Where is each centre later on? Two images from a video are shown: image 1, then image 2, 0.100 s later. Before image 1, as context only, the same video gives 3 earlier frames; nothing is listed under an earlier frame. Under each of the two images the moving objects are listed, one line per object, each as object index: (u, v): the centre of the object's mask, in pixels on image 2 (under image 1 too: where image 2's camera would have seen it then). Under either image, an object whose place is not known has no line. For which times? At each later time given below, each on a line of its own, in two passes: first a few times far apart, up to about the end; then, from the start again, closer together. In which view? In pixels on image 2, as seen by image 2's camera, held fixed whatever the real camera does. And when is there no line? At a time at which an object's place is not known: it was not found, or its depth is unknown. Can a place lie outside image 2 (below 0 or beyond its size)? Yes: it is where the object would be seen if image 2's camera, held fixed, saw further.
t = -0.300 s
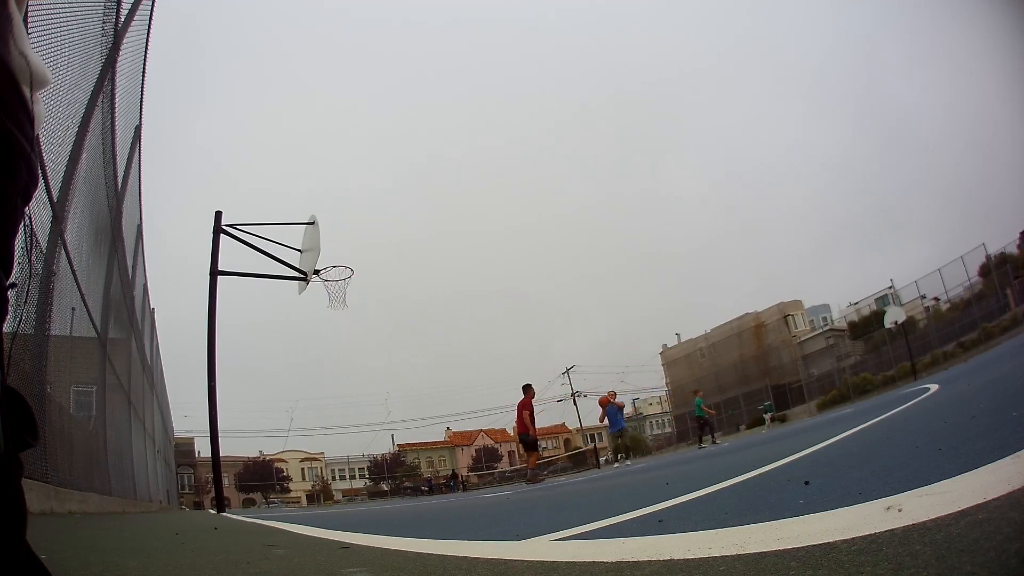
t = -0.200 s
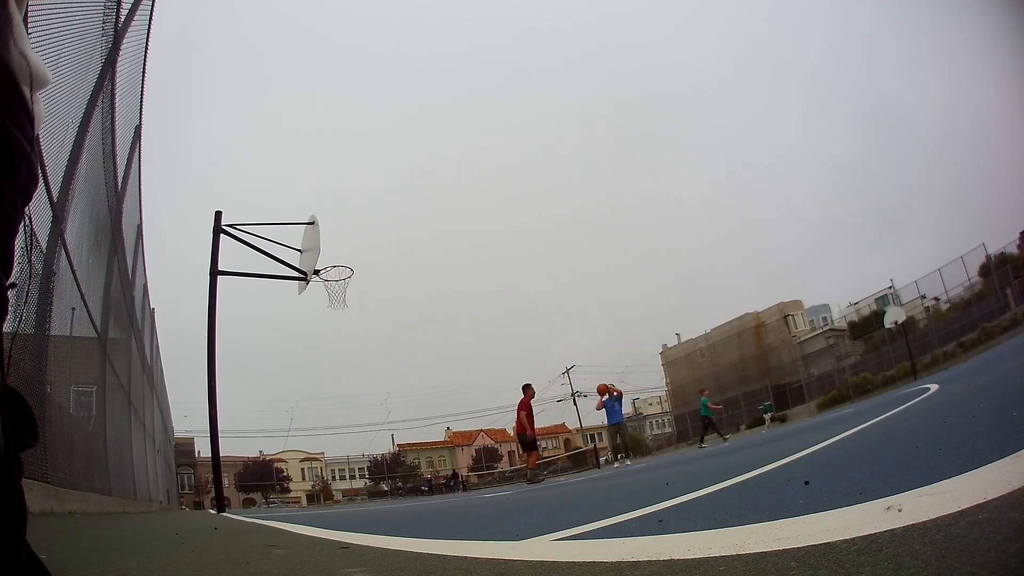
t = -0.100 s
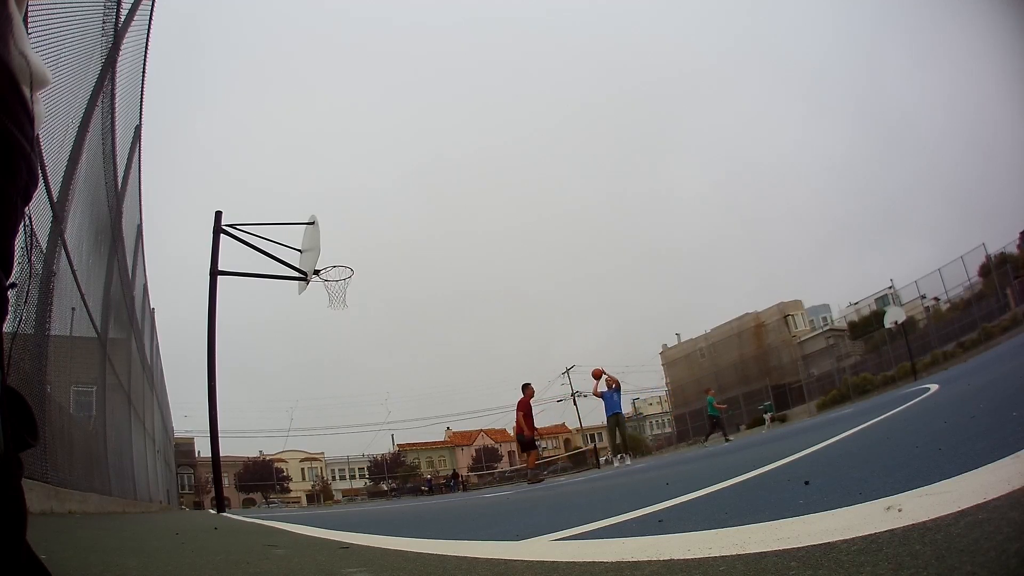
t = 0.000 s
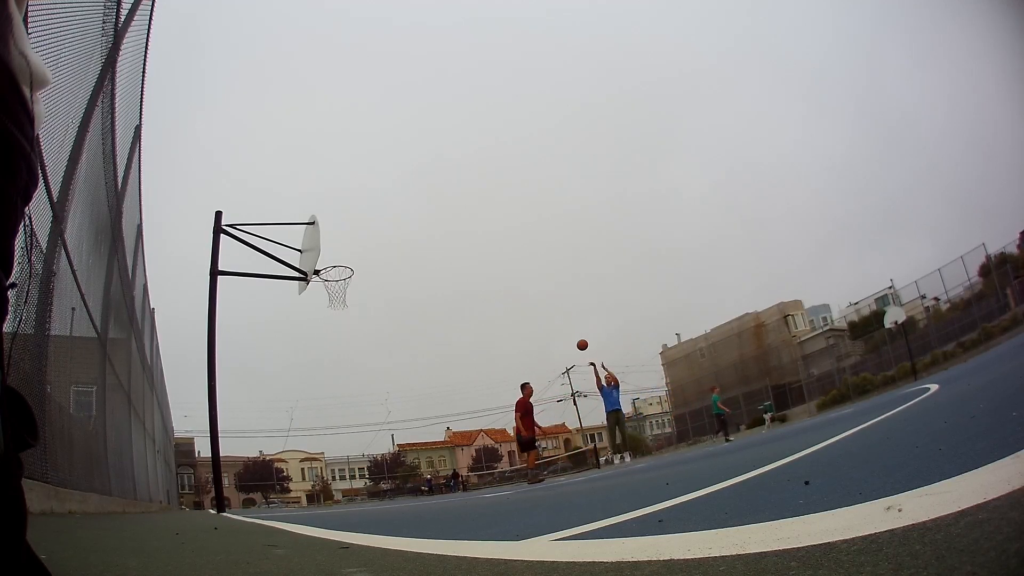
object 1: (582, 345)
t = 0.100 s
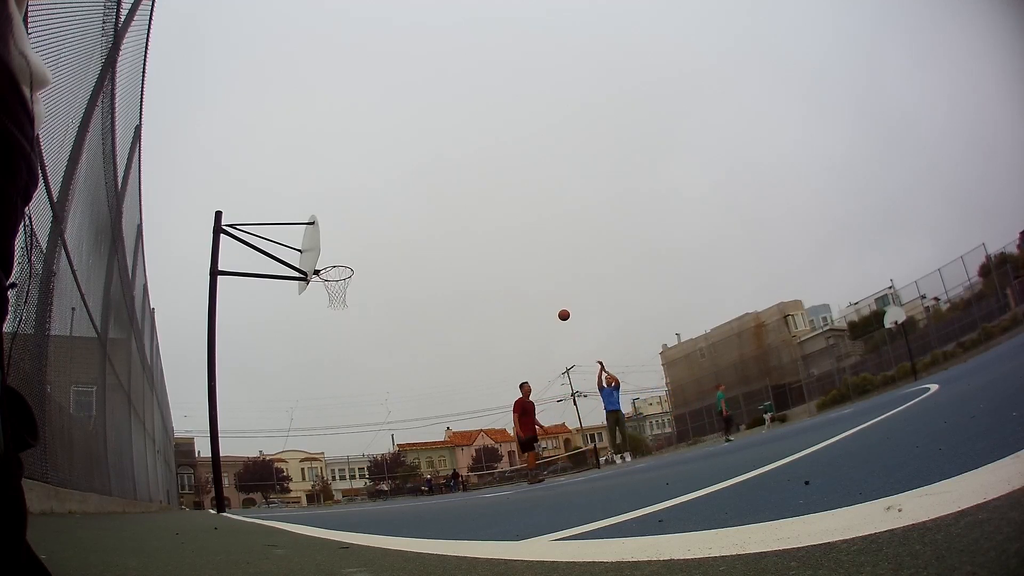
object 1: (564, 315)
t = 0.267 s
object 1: (533, 273)
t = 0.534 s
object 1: (484, 227)
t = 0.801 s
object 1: (434, 209)
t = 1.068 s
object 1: (377, 228)
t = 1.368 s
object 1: (340, 311)
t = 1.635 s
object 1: (363, 412)
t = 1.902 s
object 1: (385, 465)
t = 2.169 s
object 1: (395, 404)
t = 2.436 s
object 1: (408, 391)
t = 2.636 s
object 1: (420, 406)
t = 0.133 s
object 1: (558, 306)
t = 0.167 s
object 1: (551, 297)
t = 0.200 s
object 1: (545, 288)
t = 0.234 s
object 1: (539, 280)
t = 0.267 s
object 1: (533, 273)
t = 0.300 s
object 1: (527, 266)
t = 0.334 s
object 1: (521, 259)
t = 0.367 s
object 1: (515, 252)
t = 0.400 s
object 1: (509, 246)
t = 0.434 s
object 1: (503, 241)
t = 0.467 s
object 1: (497, 236)
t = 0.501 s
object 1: (491, 231)
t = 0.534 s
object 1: (484, 227)
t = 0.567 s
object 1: (478, 223)
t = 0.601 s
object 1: (472, 219)
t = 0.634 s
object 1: (466, 216)
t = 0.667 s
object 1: (460, 214)
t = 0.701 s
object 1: (453, 212)
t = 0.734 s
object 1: (447, 211)
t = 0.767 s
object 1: (441, 210)
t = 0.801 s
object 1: (434, 209)
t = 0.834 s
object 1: (427, 209)
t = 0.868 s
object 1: (421, 210)
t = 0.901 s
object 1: (414, 211)
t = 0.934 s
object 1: (407, 213)
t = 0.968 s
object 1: (400, 216)
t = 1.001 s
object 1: (392, 219)
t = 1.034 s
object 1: (385, 223)
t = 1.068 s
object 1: (377, 228)
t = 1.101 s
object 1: (369, 234)
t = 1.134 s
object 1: (361, 241)
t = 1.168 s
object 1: (353, 248)
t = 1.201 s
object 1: (344, 257)
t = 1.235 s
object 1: (335, 267)
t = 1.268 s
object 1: (331, 278)
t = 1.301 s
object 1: (334, 291)
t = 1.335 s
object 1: (337, 302)
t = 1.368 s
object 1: (340, 311)
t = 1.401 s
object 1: (342, 322)
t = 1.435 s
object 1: (345, 333)
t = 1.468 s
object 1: (348, 344)
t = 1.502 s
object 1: (351, 357)
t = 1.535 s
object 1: (354, 369)
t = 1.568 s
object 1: (357, 383)
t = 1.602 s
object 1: (360, 397)
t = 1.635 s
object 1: (363, 412)
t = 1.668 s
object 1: (367, 427)
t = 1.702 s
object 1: (370, 443)
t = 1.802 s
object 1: (382, 493)
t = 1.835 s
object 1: (383, 489)
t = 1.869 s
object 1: (384, 477)
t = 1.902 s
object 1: (385, 465)
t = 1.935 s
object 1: (386, 455)
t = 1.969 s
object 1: (387, 445)
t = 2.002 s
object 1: (388, 437)
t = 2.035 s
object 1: (389, 428)
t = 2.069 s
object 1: (391, 421)
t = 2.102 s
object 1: (392, 415)
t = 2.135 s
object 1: (393, 409)
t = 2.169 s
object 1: (395, 404)
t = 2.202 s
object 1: (396, 400)
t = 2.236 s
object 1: (398, 397)
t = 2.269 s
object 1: (399, 394)
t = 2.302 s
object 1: (401, 392)
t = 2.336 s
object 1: (403, 391)
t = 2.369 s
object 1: (405, 390)
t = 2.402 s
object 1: (406, 390)
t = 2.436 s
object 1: (408, 391)
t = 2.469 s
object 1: (410, 392)
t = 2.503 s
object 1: (412, 393)
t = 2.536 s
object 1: (414, 396)
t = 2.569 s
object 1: (416, 398)
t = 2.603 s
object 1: (418, 402)
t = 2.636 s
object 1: (420, 406)
